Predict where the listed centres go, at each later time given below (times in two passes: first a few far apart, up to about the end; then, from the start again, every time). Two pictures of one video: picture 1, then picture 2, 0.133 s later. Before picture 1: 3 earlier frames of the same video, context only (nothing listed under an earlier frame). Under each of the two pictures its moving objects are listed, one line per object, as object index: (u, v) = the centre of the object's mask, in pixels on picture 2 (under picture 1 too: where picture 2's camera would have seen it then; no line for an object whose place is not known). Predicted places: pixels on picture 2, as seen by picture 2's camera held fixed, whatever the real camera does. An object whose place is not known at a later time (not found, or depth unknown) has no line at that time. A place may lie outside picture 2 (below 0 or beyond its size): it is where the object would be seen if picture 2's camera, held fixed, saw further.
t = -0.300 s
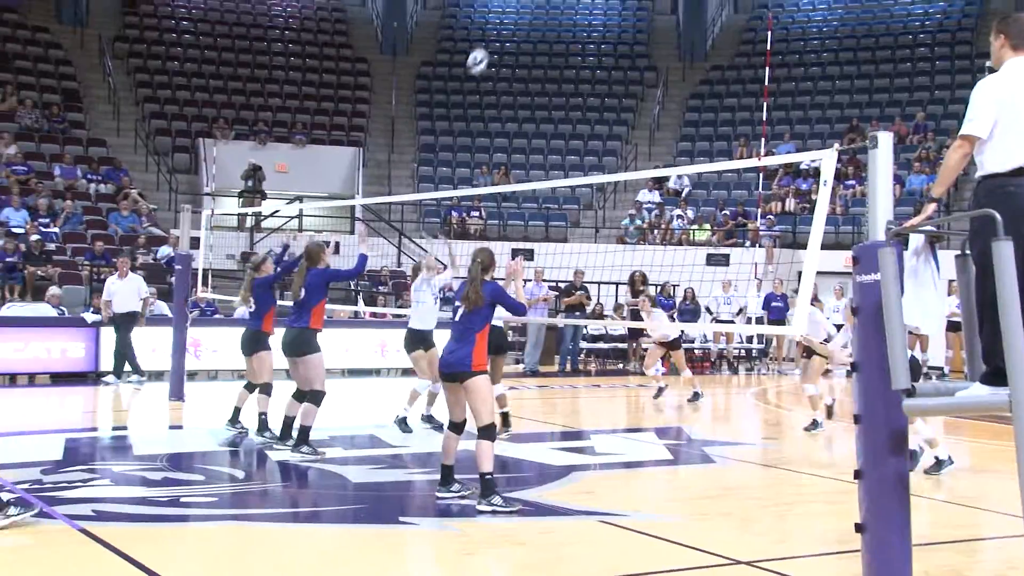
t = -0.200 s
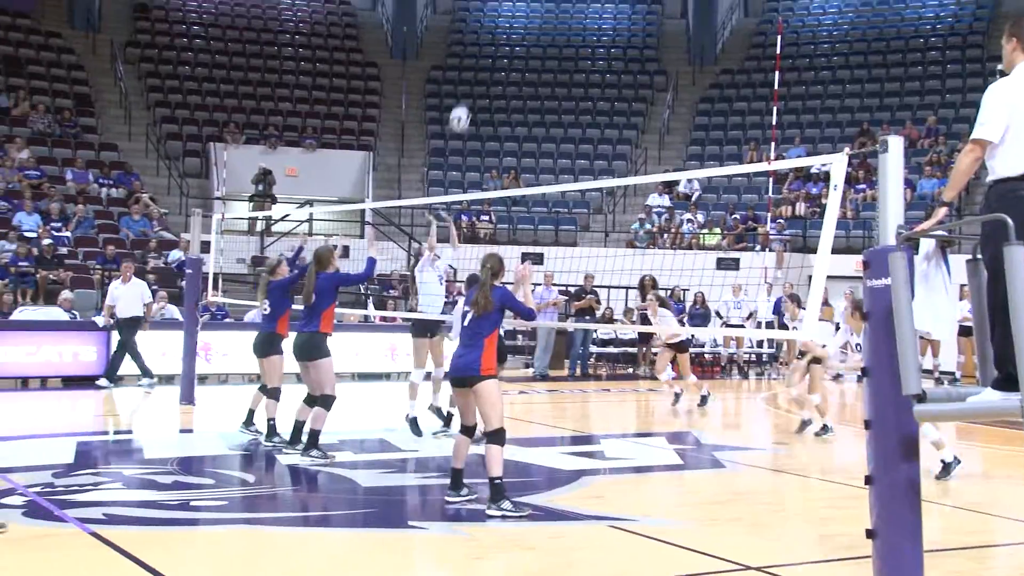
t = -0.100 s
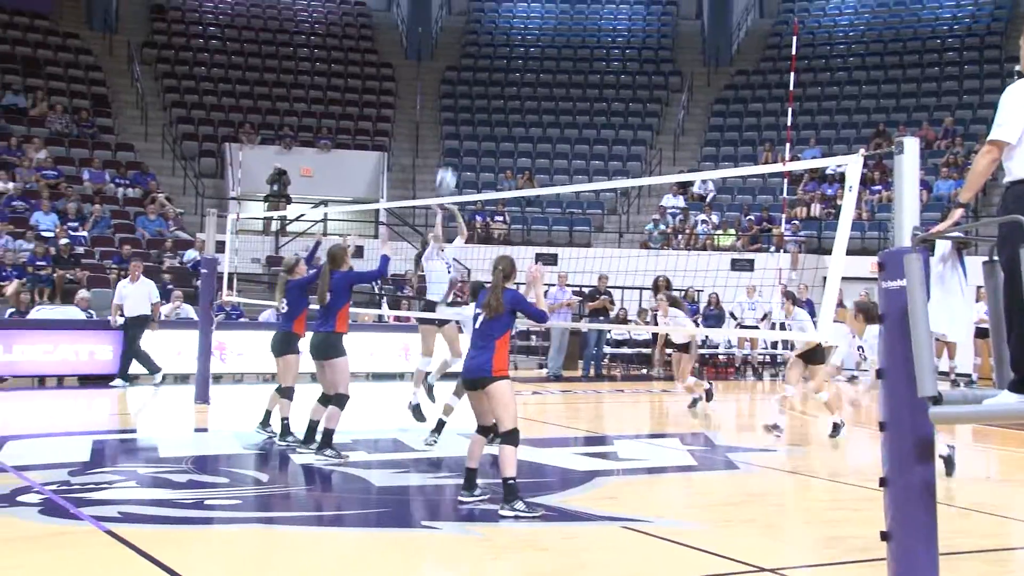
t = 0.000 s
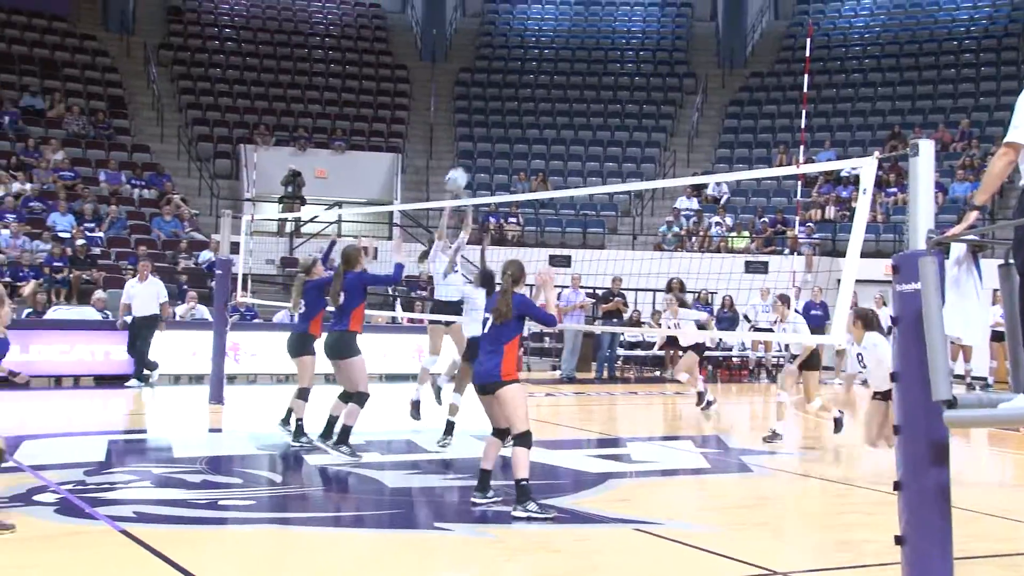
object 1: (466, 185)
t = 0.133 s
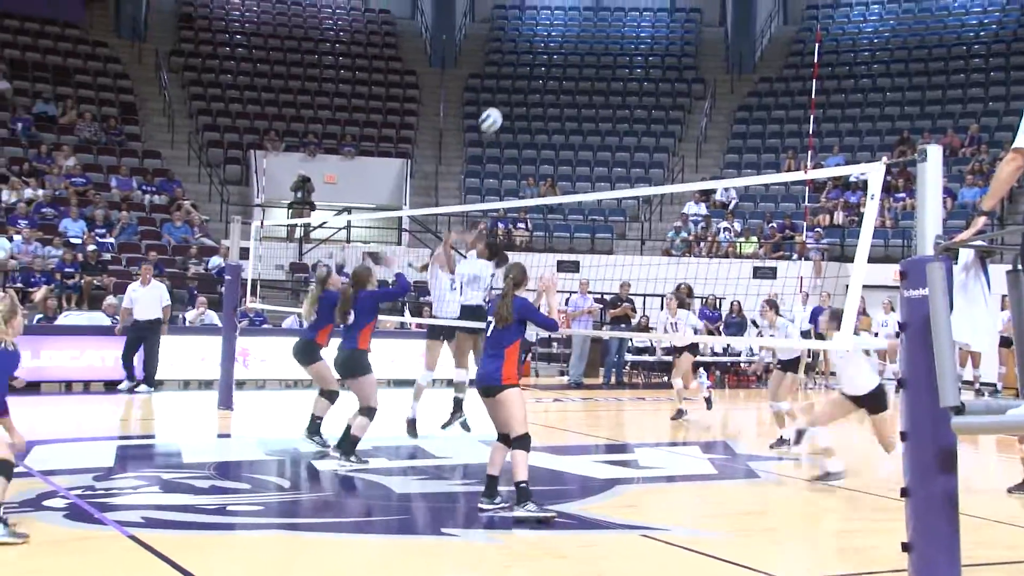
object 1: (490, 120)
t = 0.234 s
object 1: (510, 81)
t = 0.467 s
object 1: (563, 22)
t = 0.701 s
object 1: (618, 22)
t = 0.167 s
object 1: (497, 106)
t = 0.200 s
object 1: (504, 93)
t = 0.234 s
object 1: (510, 81)
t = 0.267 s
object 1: (518, 69)
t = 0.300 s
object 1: (524, 59)
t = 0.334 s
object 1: (531, 49)
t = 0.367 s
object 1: (538, 41)
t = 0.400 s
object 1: (546, 34)
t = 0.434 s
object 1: (553, 27)
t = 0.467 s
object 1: (563, 22)
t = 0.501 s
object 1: (570, 18)
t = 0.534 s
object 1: (578, 16)
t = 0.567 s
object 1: (586, 15)
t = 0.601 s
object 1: (594, 14)
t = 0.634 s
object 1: (602, 16)
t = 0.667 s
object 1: (610, 18)
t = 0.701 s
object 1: (618, 22)
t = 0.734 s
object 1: (628, 28)
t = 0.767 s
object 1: (635, 35)
